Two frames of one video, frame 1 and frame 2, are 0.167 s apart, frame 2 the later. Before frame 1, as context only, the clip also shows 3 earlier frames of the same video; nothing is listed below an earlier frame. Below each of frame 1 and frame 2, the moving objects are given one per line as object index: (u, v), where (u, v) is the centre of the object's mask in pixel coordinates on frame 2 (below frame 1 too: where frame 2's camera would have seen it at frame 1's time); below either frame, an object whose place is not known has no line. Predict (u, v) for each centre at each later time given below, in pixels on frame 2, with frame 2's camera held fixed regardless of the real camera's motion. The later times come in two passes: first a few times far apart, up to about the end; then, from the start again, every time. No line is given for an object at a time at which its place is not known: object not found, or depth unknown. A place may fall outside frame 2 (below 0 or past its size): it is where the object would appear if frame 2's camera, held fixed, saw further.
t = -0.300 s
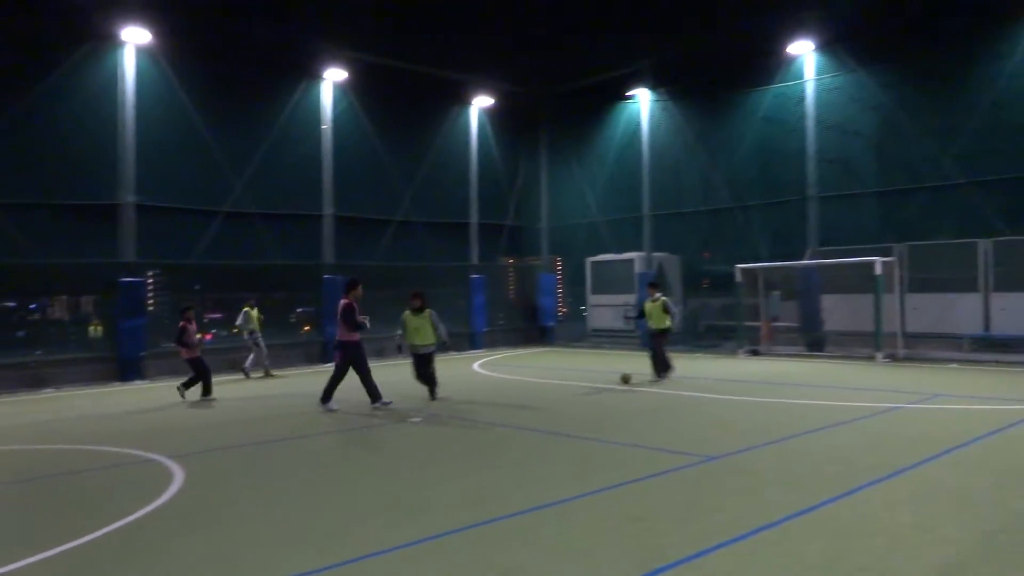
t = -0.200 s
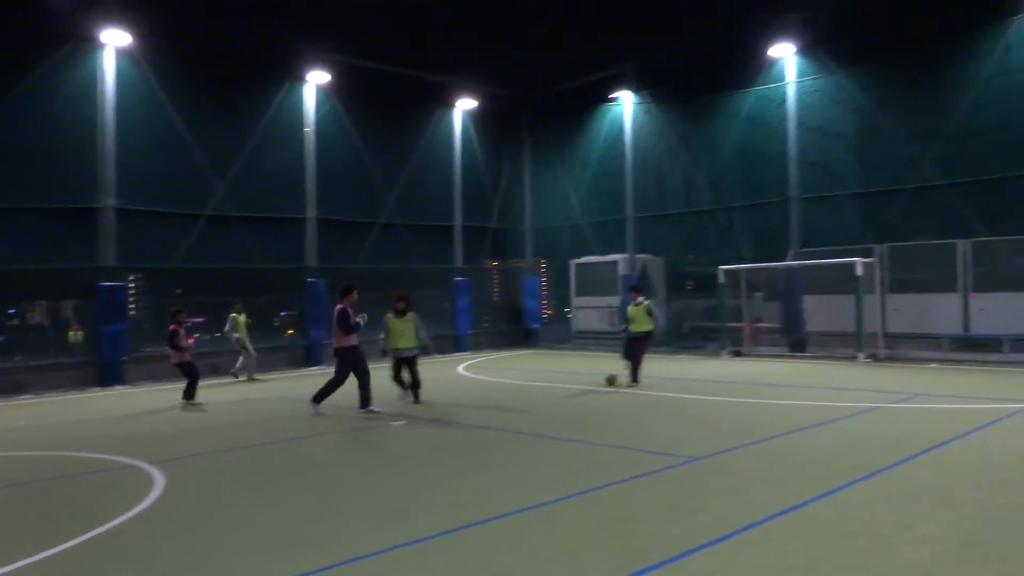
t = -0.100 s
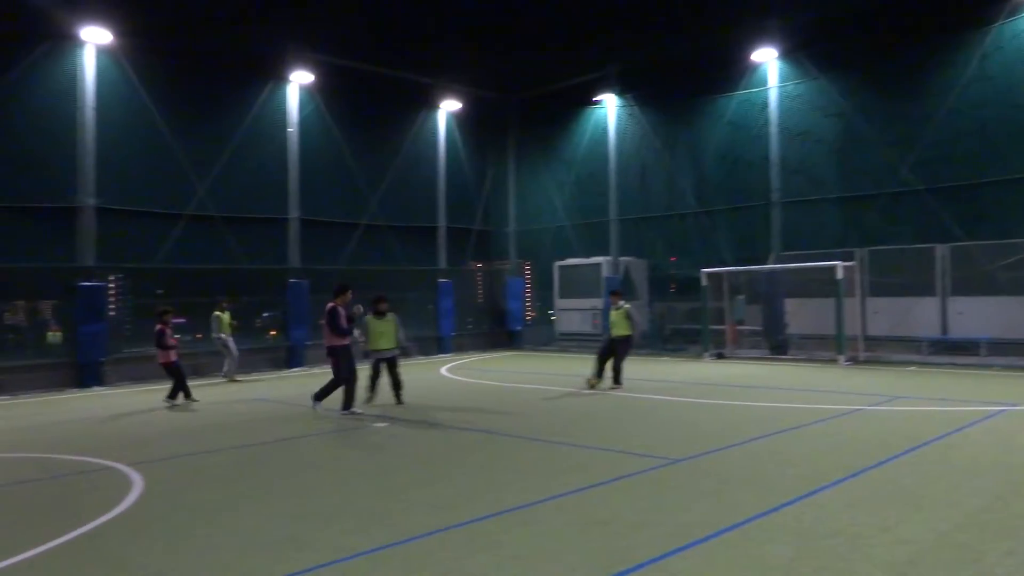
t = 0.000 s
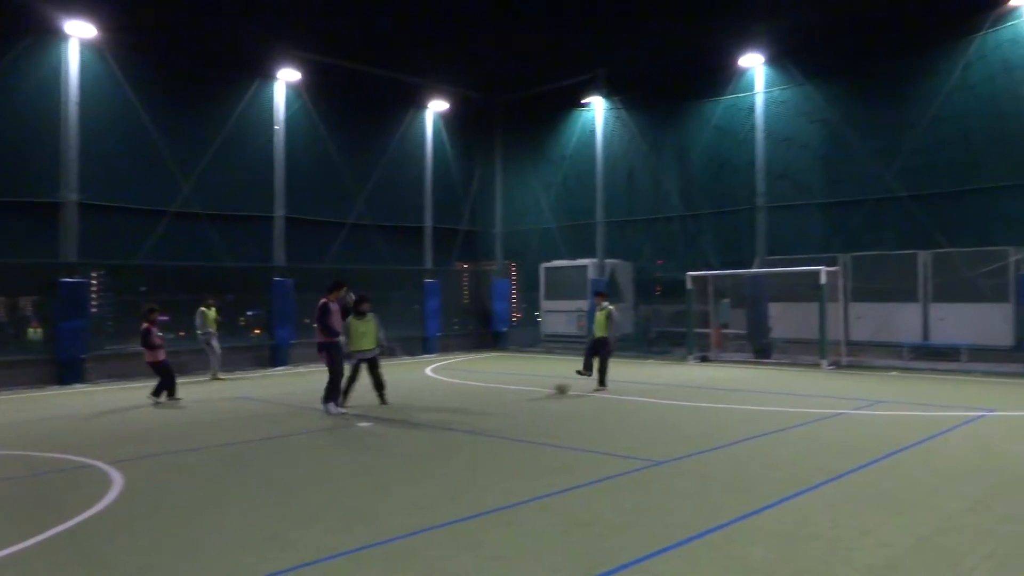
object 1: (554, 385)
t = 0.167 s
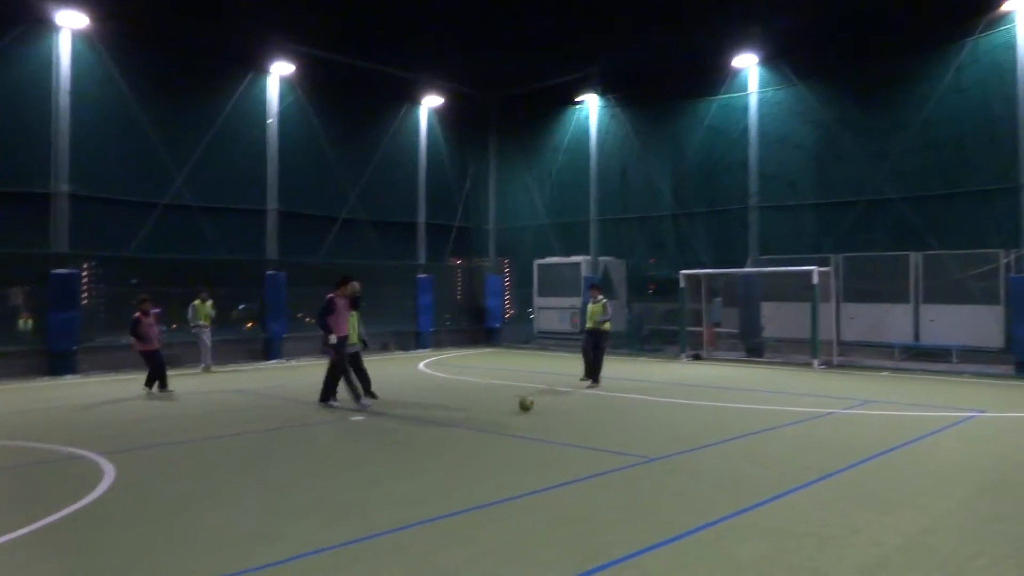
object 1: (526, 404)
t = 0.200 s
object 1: (520, 407)
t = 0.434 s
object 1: (469, 436)
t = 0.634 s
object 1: (410, 470)
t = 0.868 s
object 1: (310, 527)
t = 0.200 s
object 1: (520, 407)
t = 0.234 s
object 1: (513, 412)
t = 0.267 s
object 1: (506, 416)
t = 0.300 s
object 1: (499, 419)
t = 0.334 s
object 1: (492, 422)
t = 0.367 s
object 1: (484, 428)
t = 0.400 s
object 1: (477, 433)
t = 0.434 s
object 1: (469, 436)
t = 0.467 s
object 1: (460, 440)
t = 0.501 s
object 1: (451, 447)
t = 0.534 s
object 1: (442, 453)
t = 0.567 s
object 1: (432, 457)
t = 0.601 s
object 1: (421, 464)
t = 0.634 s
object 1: (410, 470)
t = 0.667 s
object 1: (400, 477)
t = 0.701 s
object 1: (387, 484)
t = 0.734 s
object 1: (374, 492)
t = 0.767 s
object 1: (360, 499)
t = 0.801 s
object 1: (344, 508)
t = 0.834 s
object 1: (329, 517)
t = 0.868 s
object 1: (310, 527)
